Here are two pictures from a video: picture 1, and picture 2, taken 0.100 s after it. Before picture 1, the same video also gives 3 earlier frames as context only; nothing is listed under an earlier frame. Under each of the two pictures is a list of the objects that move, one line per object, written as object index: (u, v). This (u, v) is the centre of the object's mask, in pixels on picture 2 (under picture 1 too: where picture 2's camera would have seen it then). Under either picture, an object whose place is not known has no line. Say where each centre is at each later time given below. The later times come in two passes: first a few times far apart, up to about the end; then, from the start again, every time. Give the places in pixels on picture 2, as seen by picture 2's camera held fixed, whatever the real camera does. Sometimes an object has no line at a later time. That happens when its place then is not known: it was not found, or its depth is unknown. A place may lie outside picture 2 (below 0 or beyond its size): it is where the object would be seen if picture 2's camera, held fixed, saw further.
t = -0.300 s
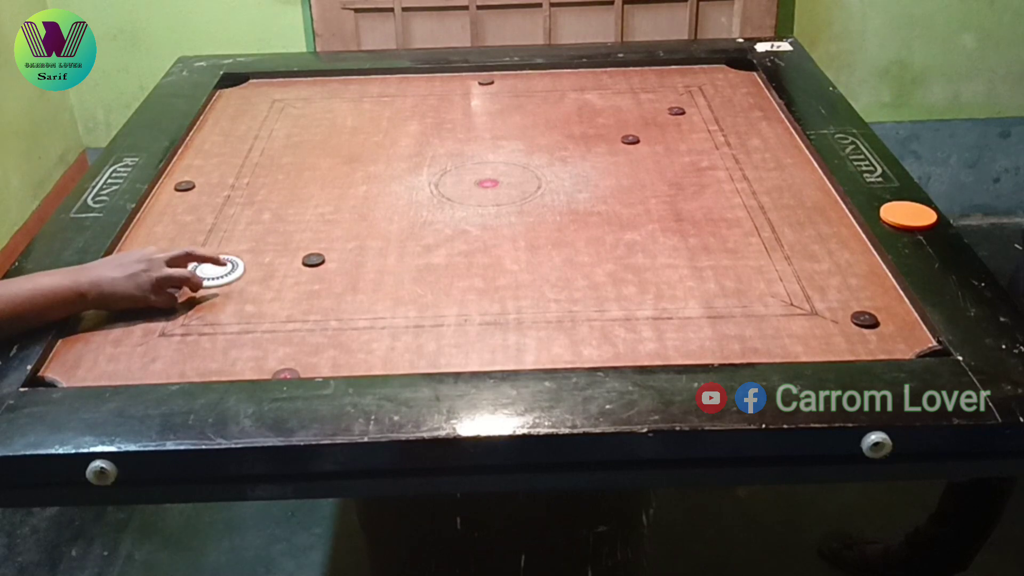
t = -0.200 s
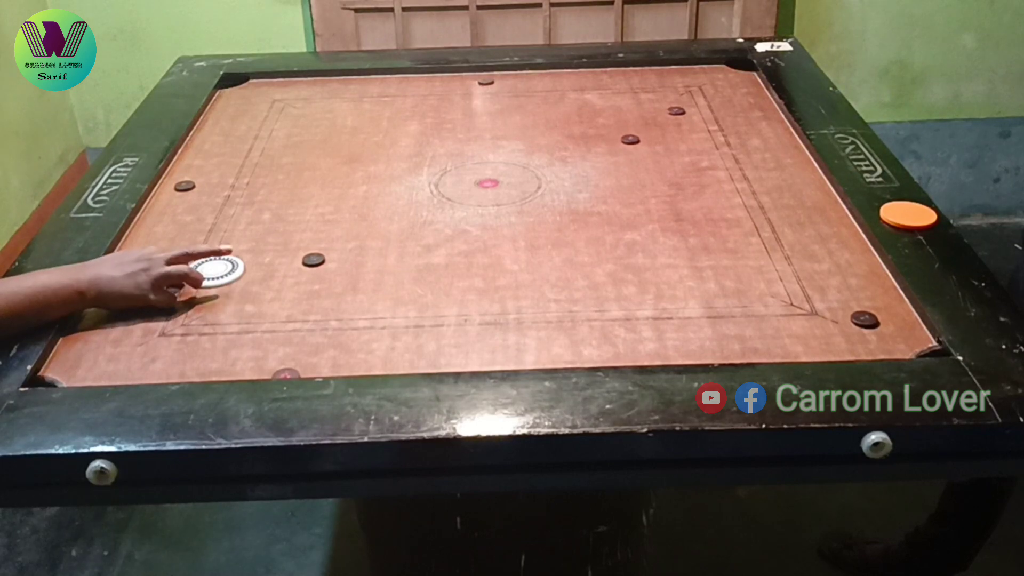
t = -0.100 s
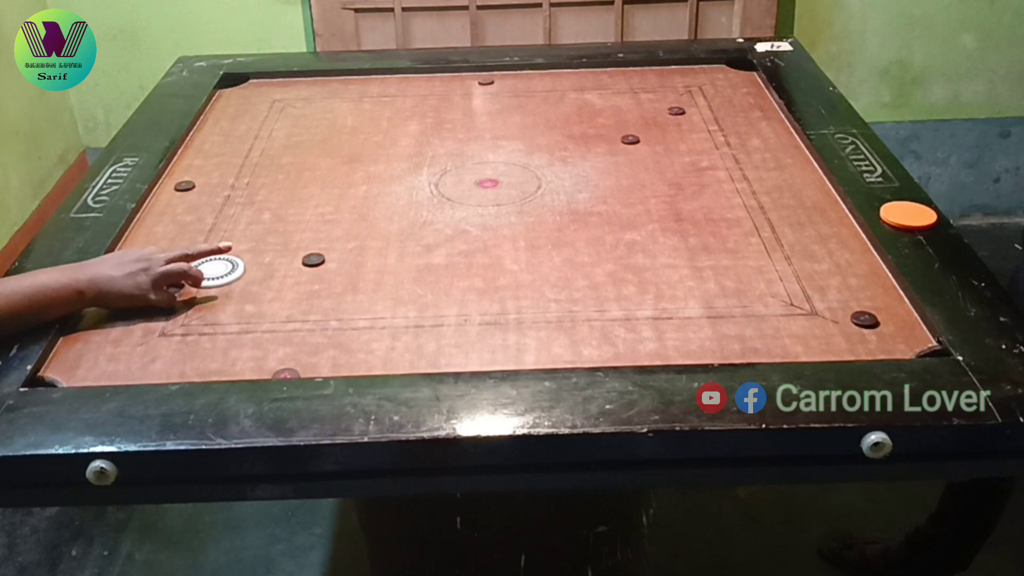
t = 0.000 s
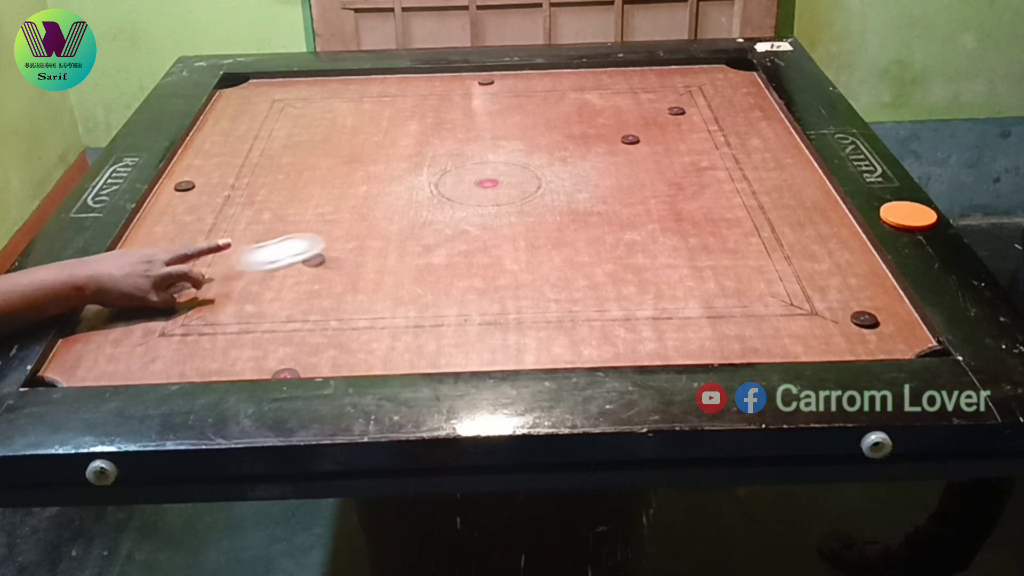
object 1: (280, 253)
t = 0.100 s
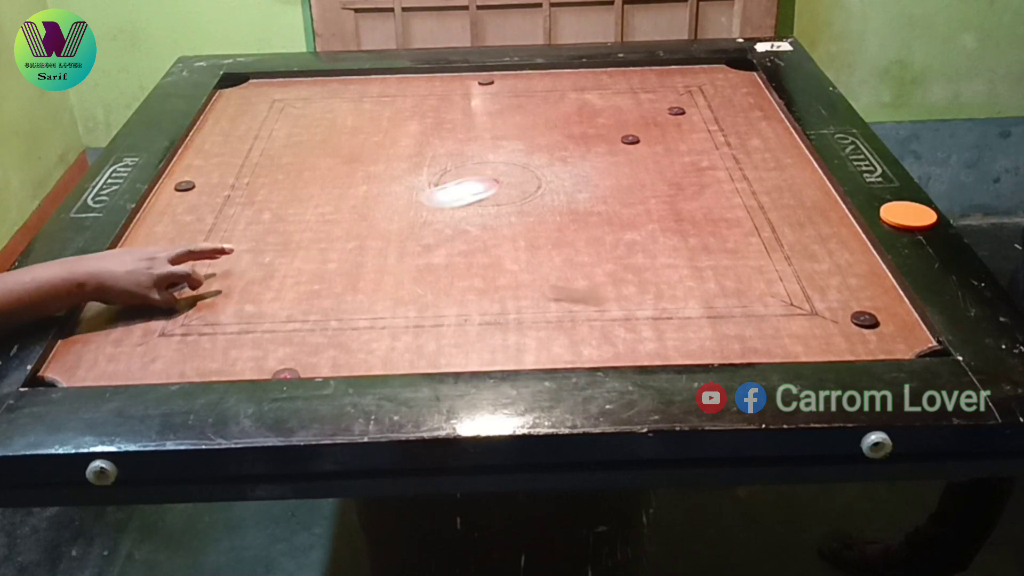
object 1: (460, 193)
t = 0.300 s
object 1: (695, 114)
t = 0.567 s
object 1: (669, 106)
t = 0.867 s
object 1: (607, 115)
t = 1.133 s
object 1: (616, 118)
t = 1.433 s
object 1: (616, 118)
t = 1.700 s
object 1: (616, 118)
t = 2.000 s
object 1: (616, 118)
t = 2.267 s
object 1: (616, 118)
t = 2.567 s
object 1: (616, 118)
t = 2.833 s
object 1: (616, 118)
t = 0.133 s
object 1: (511, 176)
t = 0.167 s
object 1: (560, 160)
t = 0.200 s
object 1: (606, 145)
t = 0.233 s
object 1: (638, 133)
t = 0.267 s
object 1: (668, 123)
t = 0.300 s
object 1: (695, 114)
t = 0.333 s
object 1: (721, 108)
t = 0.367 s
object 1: (745, 101)
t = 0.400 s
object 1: (736, 98)
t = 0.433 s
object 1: (722, 100)
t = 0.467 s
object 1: (708, 101)
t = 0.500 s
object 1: (695, 103)
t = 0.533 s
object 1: (682, 104)
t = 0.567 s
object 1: (669, 106)
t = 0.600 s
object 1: (655, 107)
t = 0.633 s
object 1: (643, 109)
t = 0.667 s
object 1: (631, 110)
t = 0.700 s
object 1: (619, 111)
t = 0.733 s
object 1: (610, 112)
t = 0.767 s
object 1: (601, 113)
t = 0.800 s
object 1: (596, 113)
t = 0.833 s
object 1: (601, 115)
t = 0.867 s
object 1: (607, 115)
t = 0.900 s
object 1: (610, 117)
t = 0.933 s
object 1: (613, 117)
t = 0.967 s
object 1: (615, 118)
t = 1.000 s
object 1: (616, 118)
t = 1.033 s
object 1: (616, 118)
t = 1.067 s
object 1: (616, 118)
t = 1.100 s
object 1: (616, 118)
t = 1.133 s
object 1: (616, 118)
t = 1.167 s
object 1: (616, 118)
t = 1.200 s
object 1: (616, 118)
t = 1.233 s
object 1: (616, 118)
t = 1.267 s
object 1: (616, 118)
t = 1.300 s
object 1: (616, 118)
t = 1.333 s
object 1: (616, 118)
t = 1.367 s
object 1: (616, 118)
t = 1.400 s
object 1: (616, 118)
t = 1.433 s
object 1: (616, 118)
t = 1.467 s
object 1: (616, 118)
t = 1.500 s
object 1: (616, 118)
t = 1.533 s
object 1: (616, 118)
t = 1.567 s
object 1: (616, 118)
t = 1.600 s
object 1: (616, 118)
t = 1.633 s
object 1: (616, 118)
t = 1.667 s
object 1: (616, 118)
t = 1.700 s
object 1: (616, 118)
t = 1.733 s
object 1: (616, 118)
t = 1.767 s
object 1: (616, 118)
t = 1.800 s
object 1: (616, 118)
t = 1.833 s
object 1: (616, 118)
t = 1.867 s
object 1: (616, 118)
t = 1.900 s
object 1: (616, 118)
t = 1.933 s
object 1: (616, 118)
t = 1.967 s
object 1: (616, 118)
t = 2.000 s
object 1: (616, 118)
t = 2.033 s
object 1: (616, 118)
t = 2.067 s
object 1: (616, 118)
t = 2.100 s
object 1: (616, 118)
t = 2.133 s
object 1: (616, 118)
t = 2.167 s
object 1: (616, 118)
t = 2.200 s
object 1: (616, 118)
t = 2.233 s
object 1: (616, 118)
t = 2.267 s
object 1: (616, 118)
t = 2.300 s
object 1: (616, 118)
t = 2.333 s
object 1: (616, 118)
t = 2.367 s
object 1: (616, 118)
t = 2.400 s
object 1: (616, 118)
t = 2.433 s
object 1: (616, 118)
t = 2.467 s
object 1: (616, 118)
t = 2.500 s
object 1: (616, 118)
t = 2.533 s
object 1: (616, 118)
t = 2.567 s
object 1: (616, 118)
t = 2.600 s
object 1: (616, 118)
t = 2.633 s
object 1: (616, 118)
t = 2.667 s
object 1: (616, 118)
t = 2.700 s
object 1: (616, 118)
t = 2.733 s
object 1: (616, 118)
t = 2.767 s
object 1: (616, 118)
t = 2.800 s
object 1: (616, 118)
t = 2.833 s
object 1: (616, 118)
